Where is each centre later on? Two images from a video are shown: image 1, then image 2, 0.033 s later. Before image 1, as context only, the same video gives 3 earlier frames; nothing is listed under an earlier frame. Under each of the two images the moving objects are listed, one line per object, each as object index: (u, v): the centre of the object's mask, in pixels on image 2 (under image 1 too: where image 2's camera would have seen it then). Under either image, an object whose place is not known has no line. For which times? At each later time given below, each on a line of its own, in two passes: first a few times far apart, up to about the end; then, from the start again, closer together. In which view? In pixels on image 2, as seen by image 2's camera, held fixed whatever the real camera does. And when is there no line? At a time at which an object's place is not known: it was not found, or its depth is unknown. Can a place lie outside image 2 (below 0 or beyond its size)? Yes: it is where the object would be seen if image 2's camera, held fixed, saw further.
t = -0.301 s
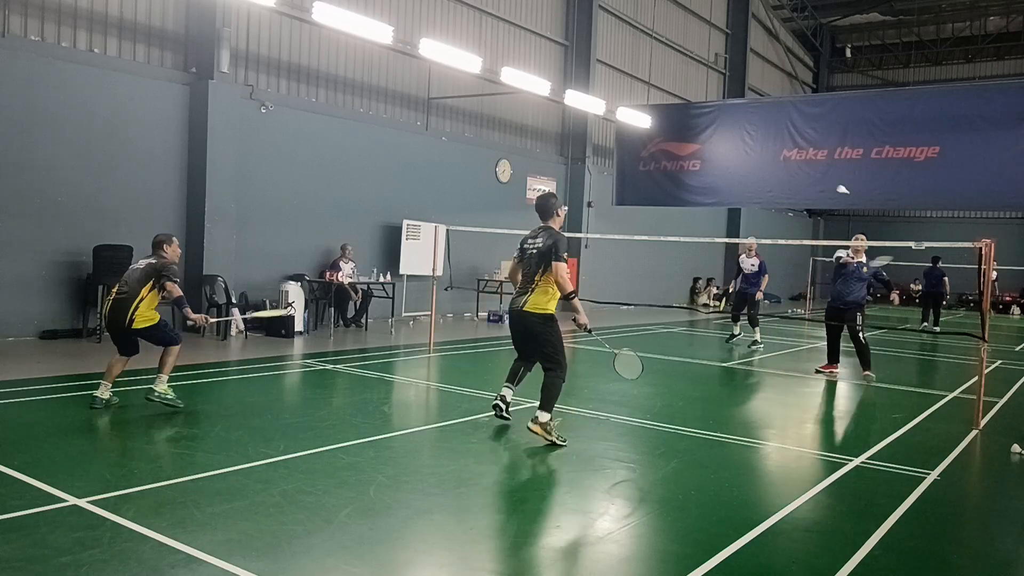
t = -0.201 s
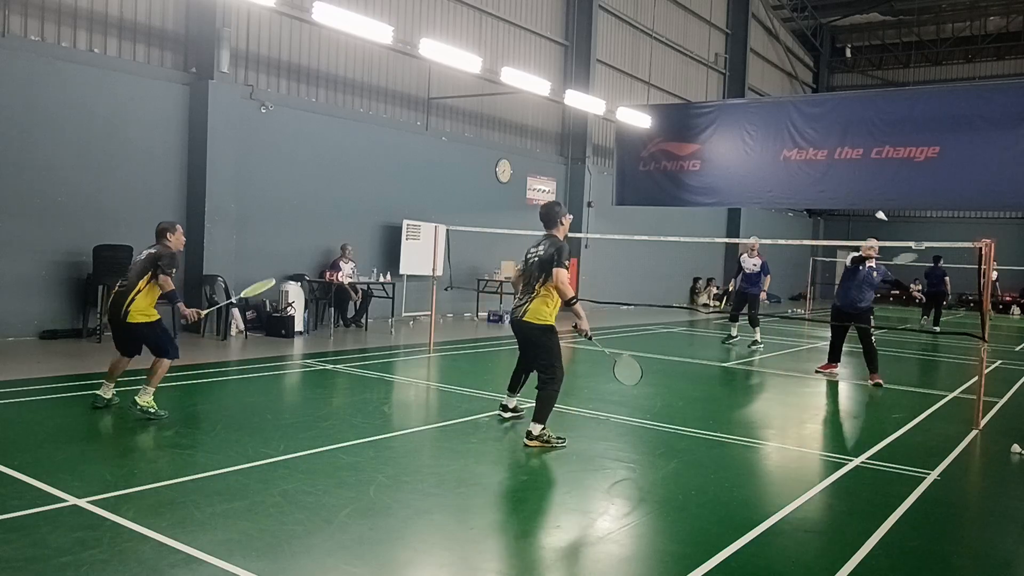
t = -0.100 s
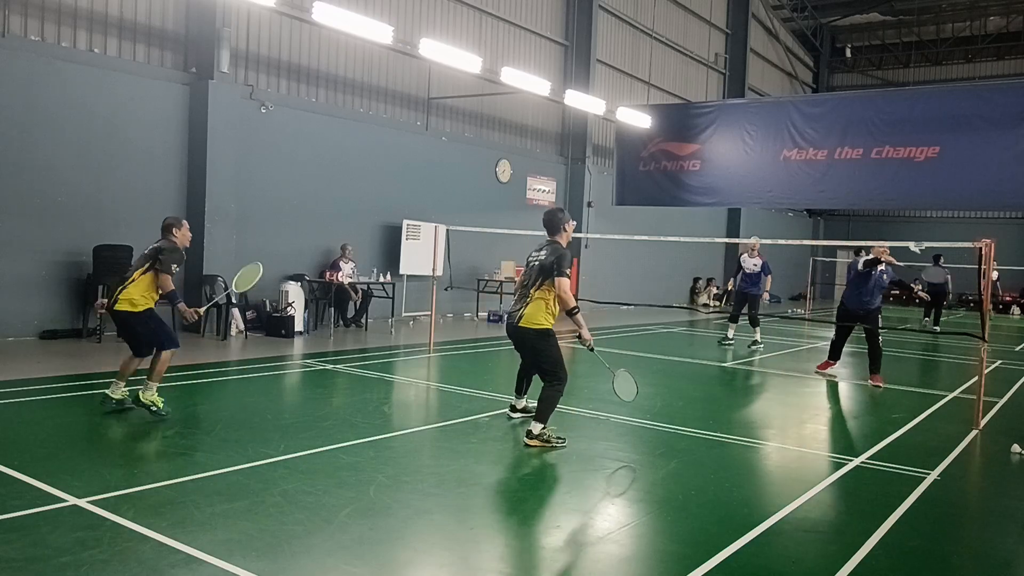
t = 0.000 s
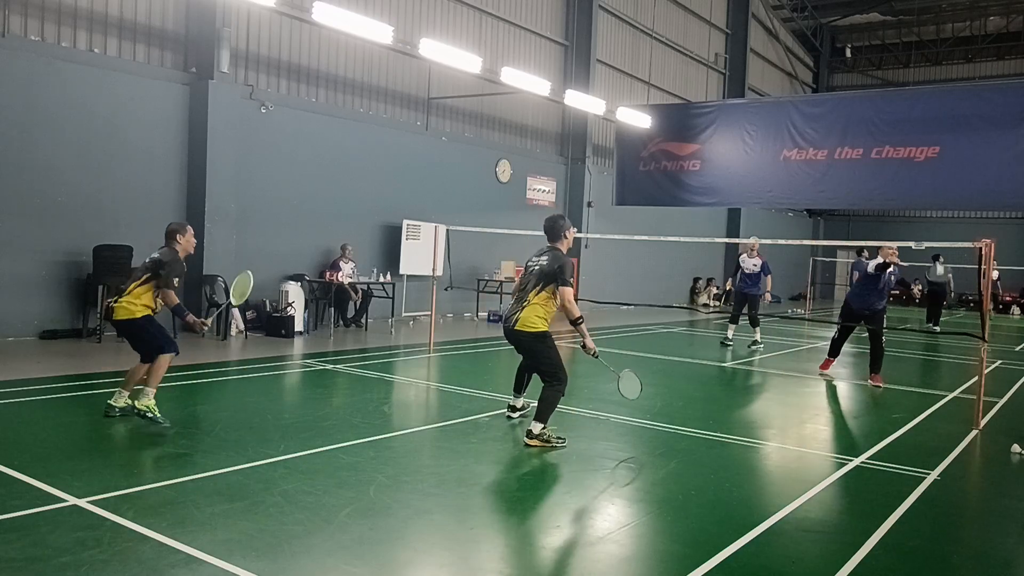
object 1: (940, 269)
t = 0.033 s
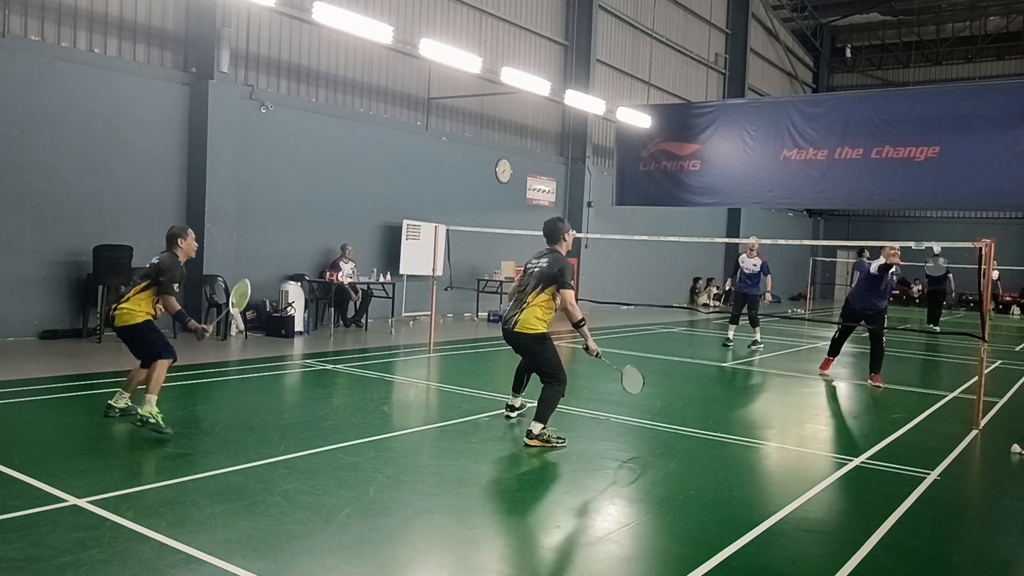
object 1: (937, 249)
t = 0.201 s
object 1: (919, 173)
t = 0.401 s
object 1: (898, 125)
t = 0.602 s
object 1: (870, 132)
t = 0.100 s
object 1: (926, 210)
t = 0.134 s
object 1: (922, 196)
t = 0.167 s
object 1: (921, 185)
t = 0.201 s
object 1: (919, 173)
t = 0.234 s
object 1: (916, 162)
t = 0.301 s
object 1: (910, 143)
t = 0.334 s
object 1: (906, 135)
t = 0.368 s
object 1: (902, 129)
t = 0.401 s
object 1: (898, 125)
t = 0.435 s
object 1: (894, 122)
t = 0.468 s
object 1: (890, 120)
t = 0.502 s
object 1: (886, 121)
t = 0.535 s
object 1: (881, 123)
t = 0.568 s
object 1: (876, 127)
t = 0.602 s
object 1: (870, 132)
